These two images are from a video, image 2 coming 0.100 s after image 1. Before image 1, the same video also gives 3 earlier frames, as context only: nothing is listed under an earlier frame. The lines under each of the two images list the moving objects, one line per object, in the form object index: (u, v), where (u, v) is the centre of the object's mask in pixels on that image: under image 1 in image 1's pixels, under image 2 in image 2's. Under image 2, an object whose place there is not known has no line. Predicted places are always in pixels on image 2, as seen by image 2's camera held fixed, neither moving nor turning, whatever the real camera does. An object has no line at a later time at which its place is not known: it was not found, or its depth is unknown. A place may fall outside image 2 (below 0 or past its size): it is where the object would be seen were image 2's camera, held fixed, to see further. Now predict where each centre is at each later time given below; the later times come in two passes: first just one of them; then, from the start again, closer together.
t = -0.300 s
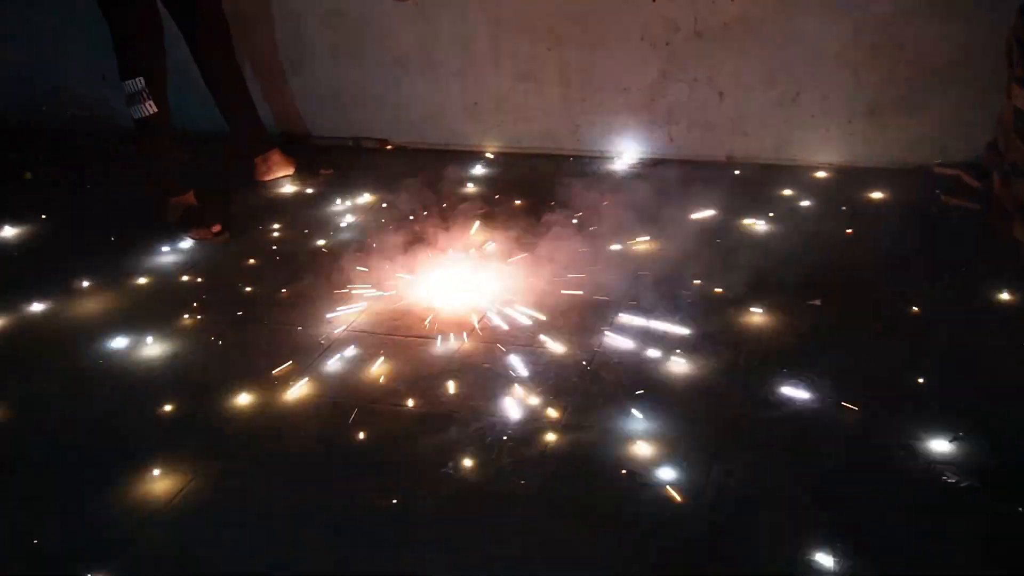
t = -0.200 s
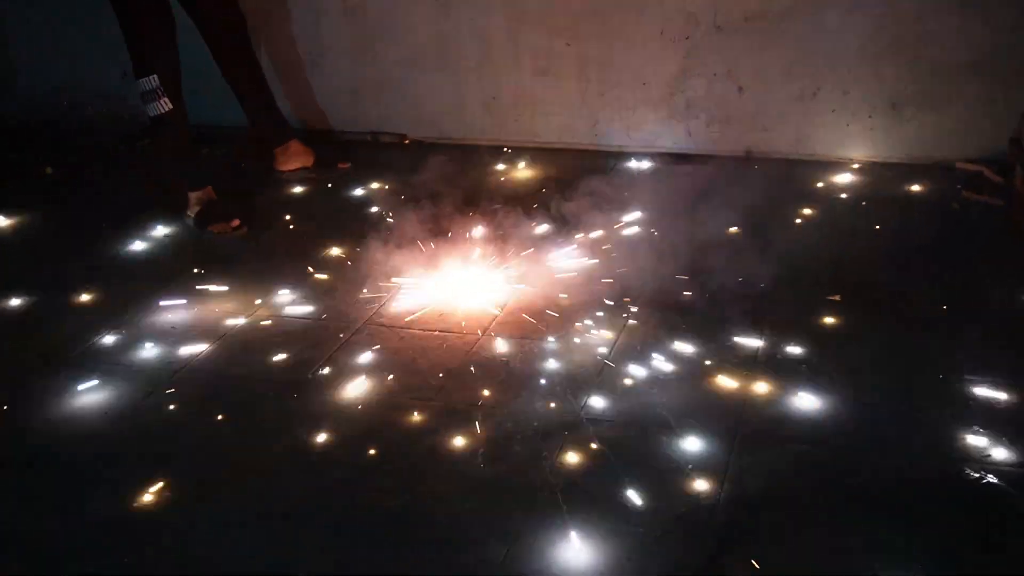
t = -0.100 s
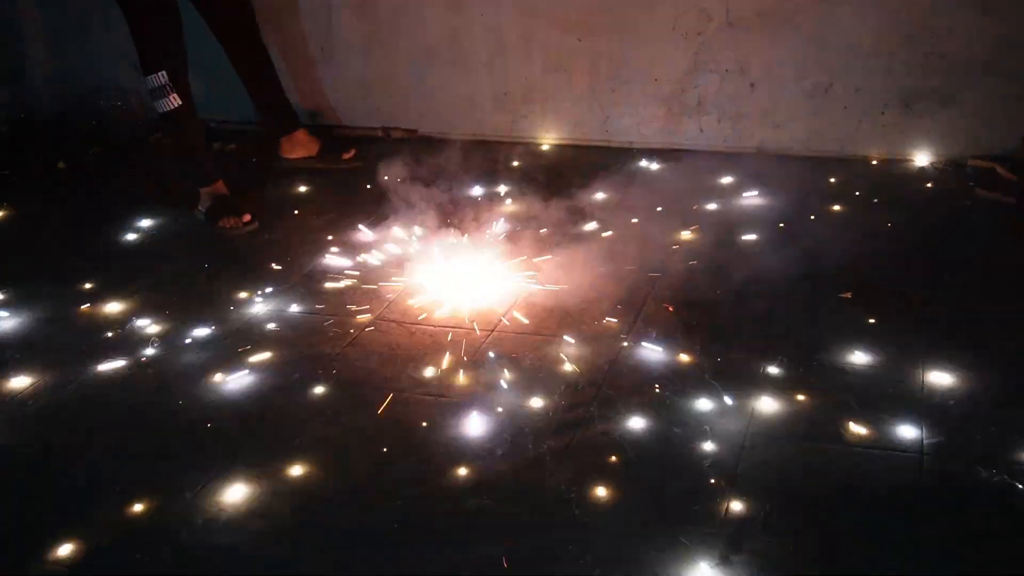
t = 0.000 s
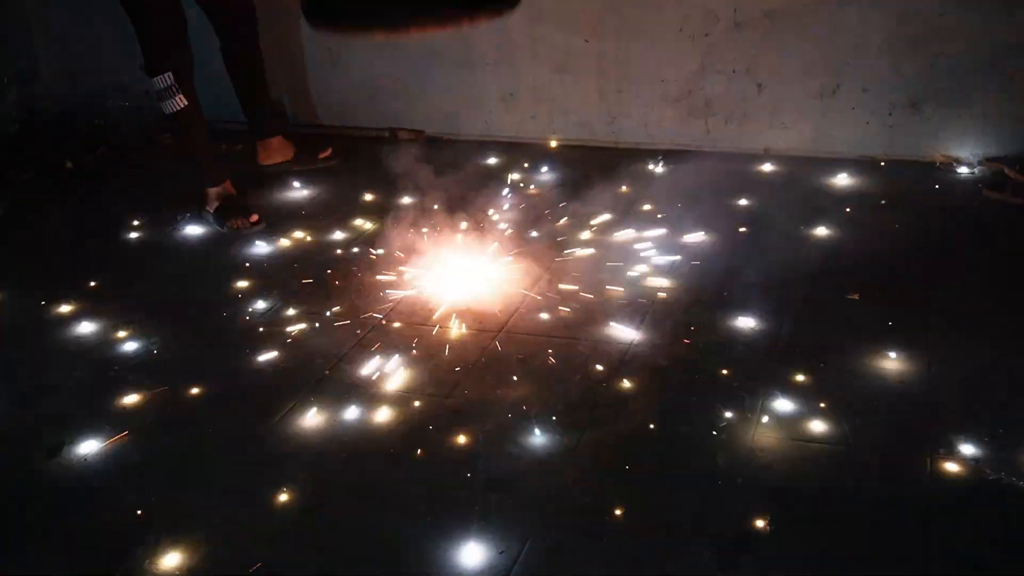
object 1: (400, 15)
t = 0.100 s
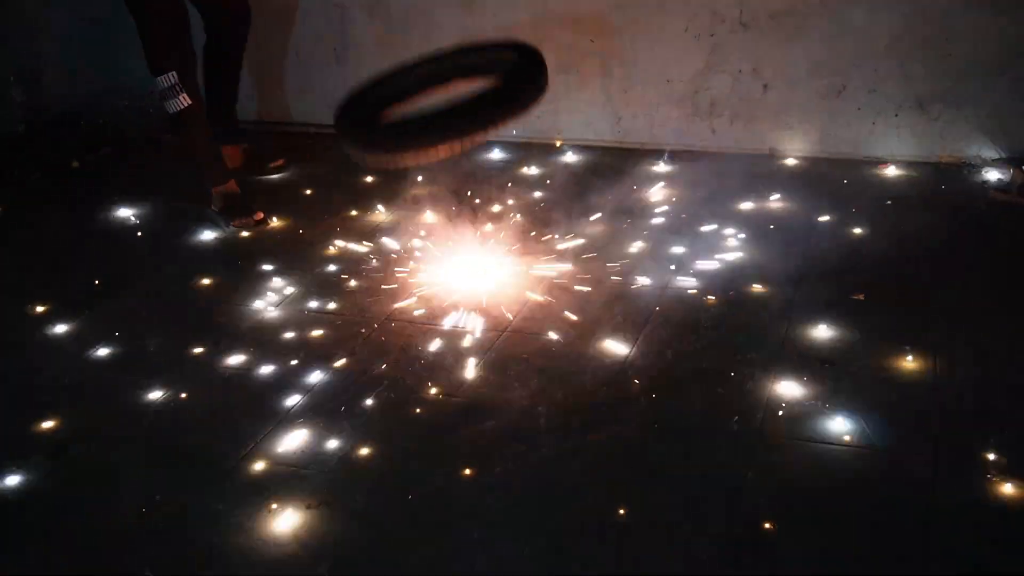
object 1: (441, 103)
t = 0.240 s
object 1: (480, 239)
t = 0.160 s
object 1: (459, 177)
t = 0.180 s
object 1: (466, 205)
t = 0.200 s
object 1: (470, 230)
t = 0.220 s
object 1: (476, 237)
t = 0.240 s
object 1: (480, 239)
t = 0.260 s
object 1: (488, 234)
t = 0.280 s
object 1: (491, 227)
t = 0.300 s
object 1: (495, 222)
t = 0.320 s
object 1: (498, 220)
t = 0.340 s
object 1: (500, 222)
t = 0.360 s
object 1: (505, 221)
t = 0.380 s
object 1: (509, 220)
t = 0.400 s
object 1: (510, 218)
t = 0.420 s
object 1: (511, 218)
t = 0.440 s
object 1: (512, 220)
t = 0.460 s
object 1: (513, 221)
